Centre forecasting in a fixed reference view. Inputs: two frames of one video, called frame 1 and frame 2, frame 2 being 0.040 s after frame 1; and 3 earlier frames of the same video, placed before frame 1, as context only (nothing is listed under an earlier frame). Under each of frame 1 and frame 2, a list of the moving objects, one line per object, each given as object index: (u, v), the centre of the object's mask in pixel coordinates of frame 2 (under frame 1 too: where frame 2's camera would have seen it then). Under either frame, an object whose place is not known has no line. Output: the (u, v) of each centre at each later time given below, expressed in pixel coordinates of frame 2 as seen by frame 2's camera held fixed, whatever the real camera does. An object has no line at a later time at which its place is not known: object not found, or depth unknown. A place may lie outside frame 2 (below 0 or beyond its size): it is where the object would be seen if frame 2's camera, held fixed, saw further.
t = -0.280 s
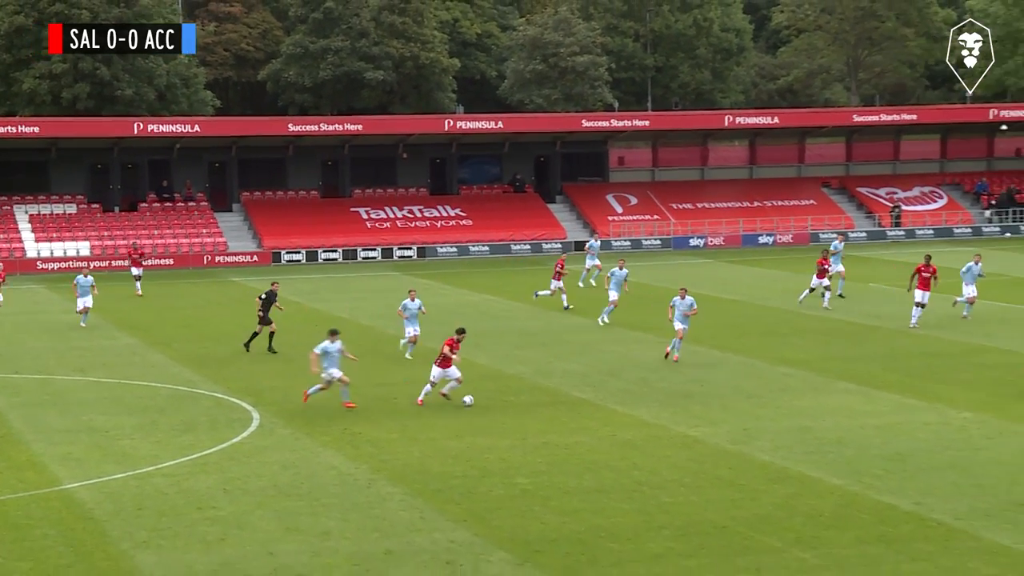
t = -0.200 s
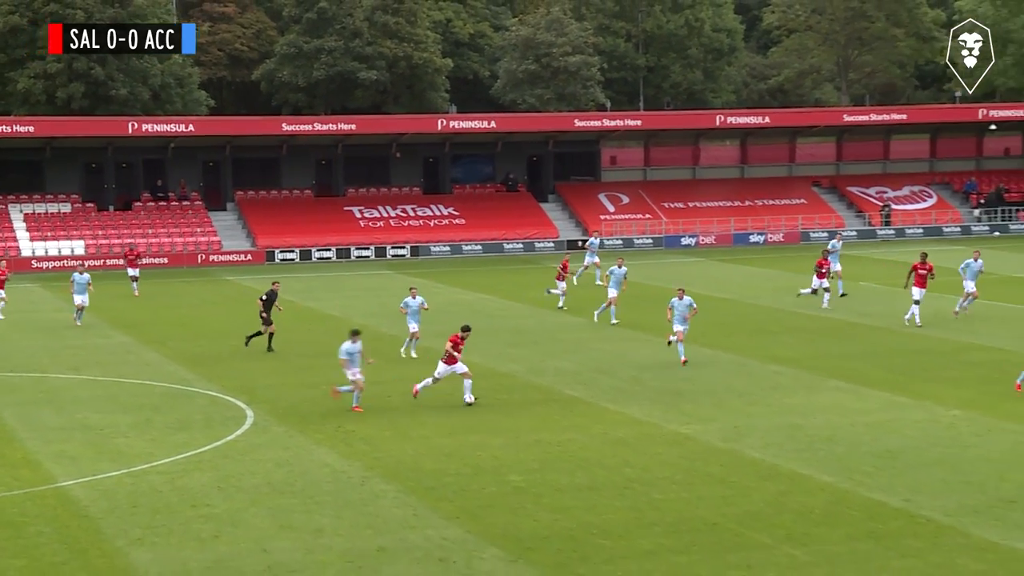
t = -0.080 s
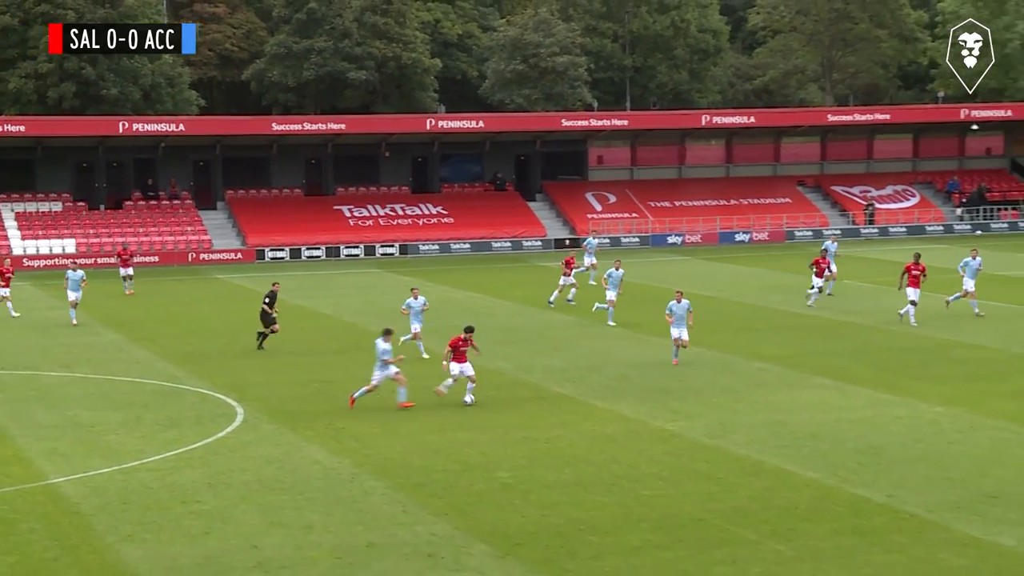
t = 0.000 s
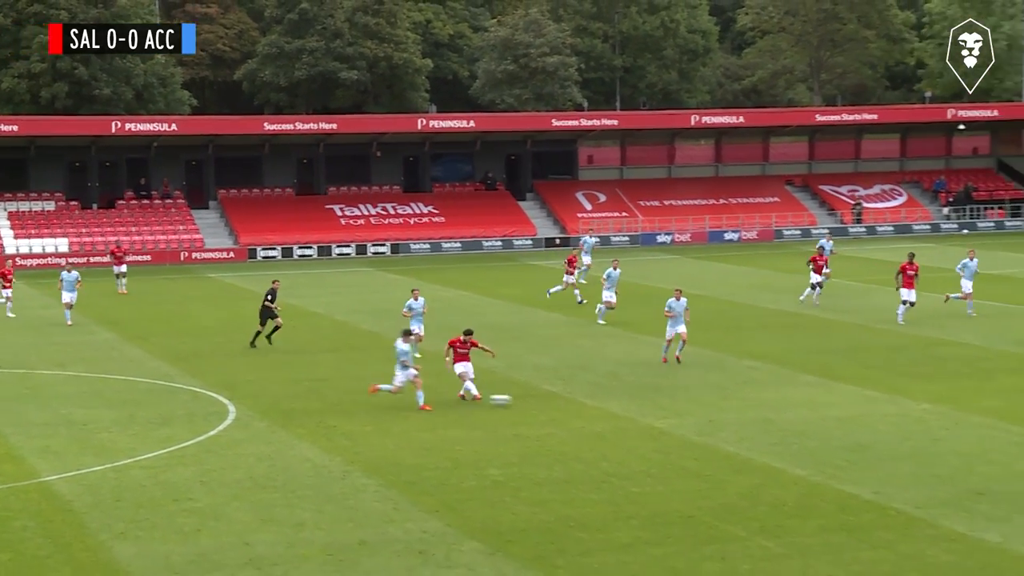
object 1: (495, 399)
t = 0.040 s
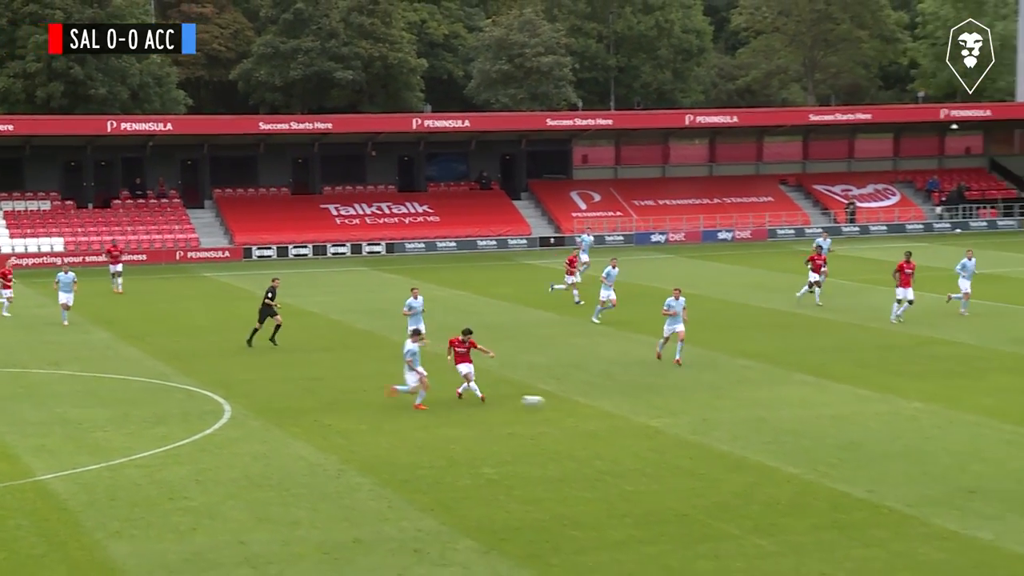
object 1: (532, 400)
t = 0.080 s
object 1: (571, 403)
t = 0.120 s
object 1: (610, 408)
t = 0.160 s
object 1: (648, 413)
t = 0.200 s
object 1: (685, 414)
